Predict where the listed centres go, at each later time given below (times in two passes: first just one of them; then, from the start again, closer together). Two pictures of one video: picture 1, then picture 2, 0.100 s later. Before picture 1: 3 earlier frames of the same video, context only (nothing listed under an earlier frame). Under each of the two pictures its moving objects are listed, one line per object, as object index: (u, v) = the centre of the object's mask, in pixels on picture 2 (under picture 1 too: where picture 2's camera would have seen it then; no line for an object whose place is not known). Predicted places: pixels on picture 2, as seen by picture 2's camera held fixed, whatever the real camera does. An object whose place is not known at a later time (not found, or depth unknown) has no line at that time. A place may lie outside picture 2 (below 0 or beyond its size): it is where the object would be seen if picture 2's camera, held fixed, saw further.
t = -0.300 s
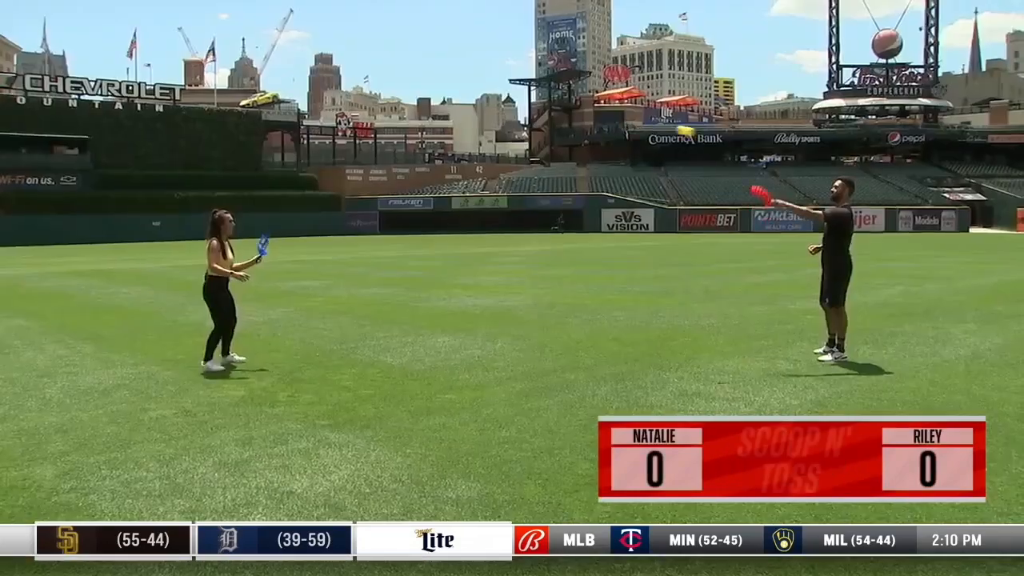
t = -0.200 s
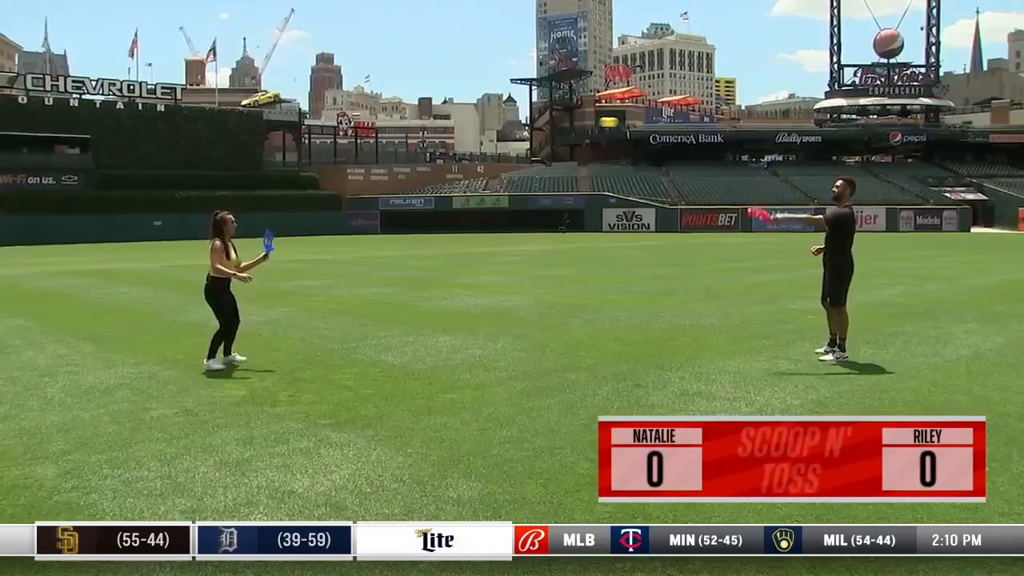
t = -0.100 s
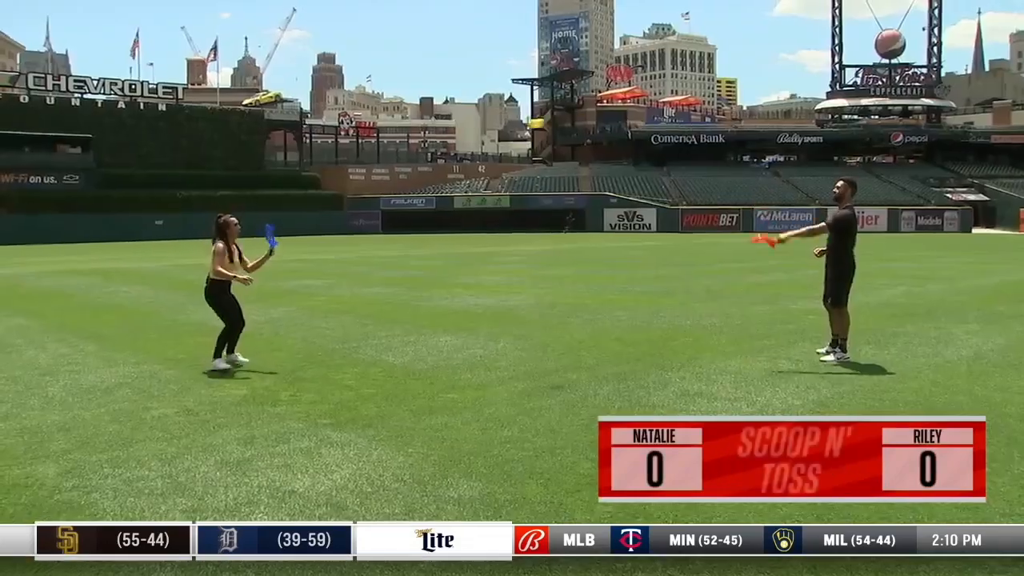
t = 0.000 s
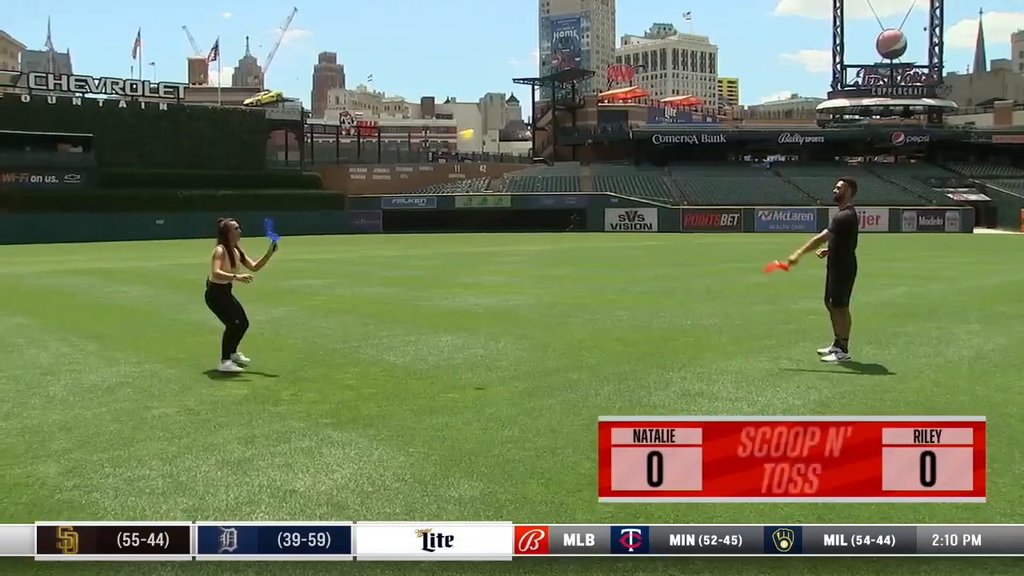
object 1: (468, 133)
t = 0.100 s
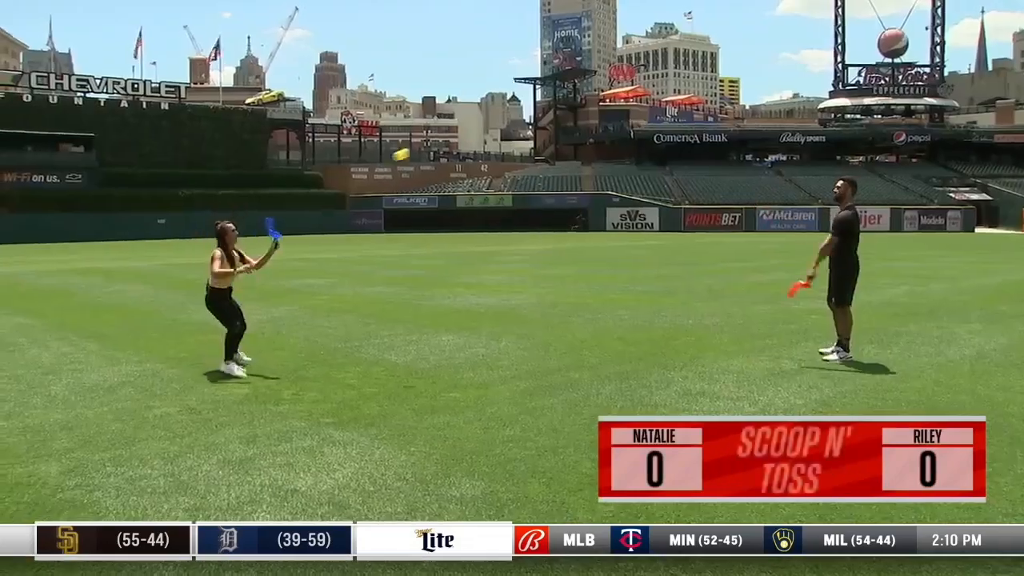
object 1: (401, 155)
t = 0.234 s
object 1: (319, 195)
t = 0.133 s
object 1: (380, 163)
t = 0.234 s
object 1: (319, 195)
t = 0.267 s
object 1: (299, 208)
